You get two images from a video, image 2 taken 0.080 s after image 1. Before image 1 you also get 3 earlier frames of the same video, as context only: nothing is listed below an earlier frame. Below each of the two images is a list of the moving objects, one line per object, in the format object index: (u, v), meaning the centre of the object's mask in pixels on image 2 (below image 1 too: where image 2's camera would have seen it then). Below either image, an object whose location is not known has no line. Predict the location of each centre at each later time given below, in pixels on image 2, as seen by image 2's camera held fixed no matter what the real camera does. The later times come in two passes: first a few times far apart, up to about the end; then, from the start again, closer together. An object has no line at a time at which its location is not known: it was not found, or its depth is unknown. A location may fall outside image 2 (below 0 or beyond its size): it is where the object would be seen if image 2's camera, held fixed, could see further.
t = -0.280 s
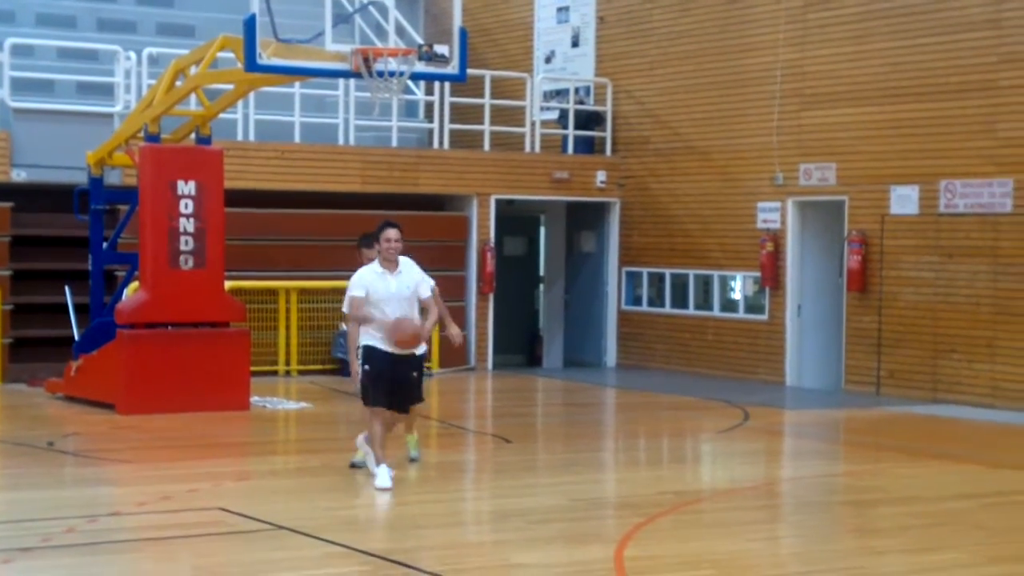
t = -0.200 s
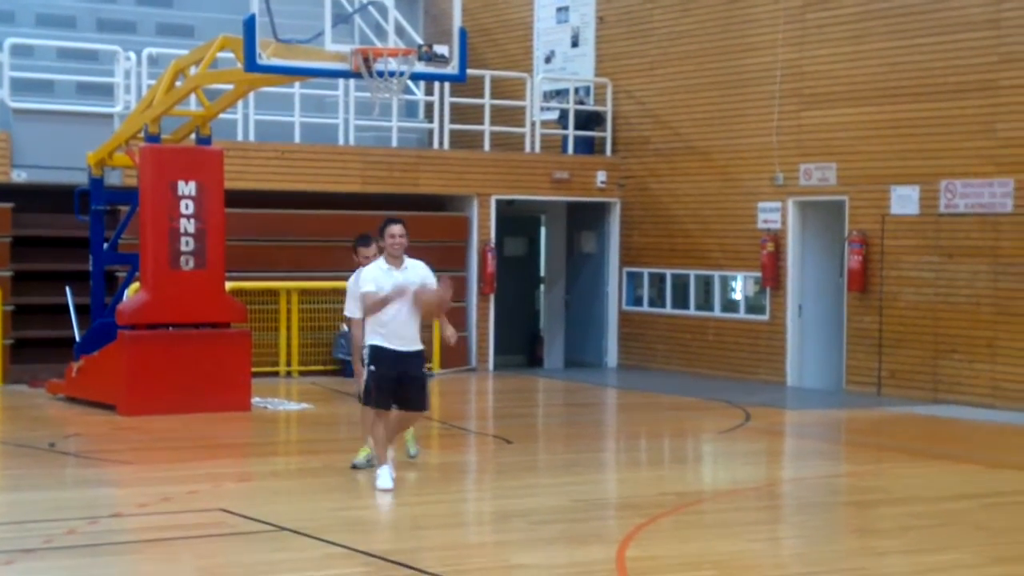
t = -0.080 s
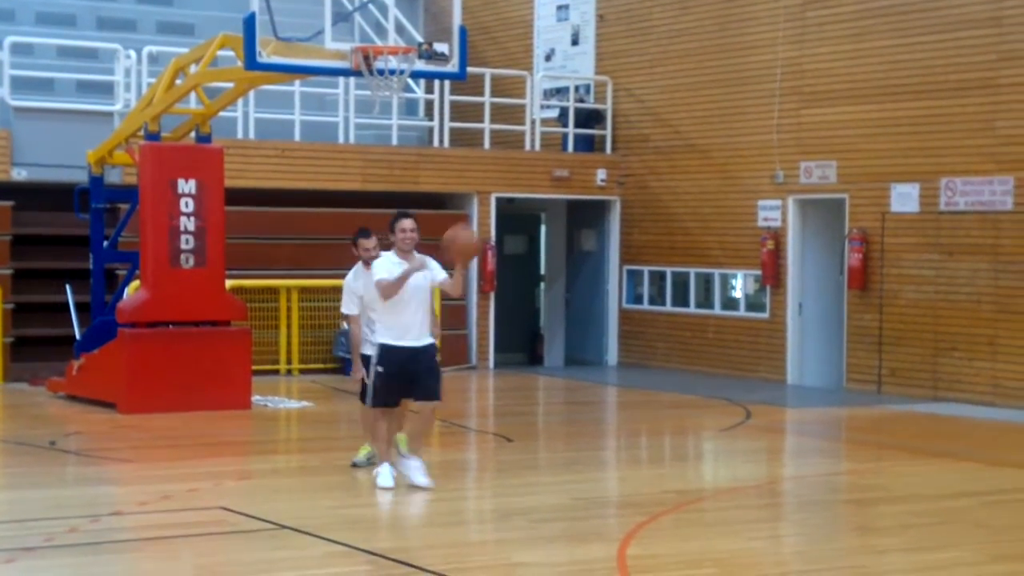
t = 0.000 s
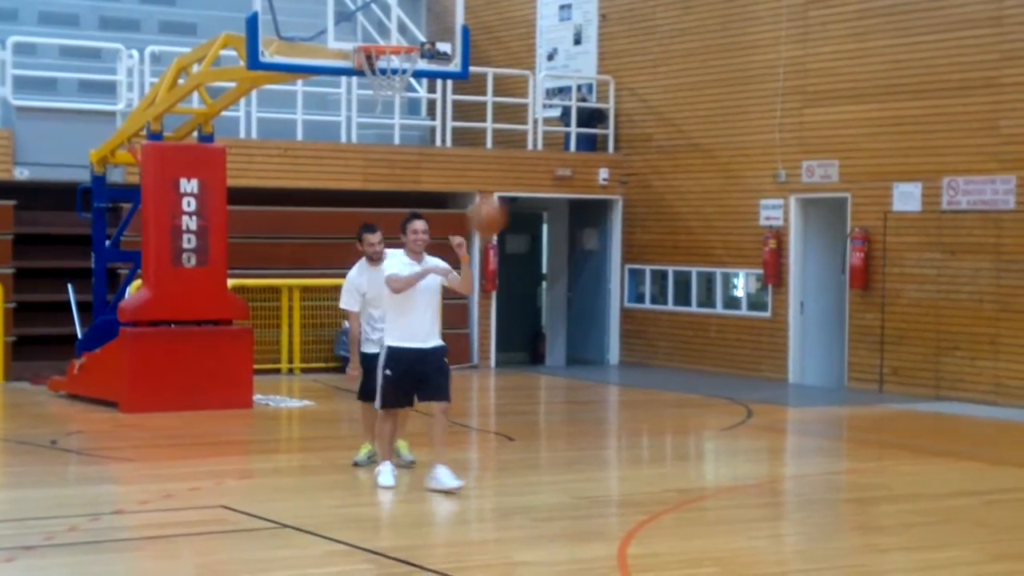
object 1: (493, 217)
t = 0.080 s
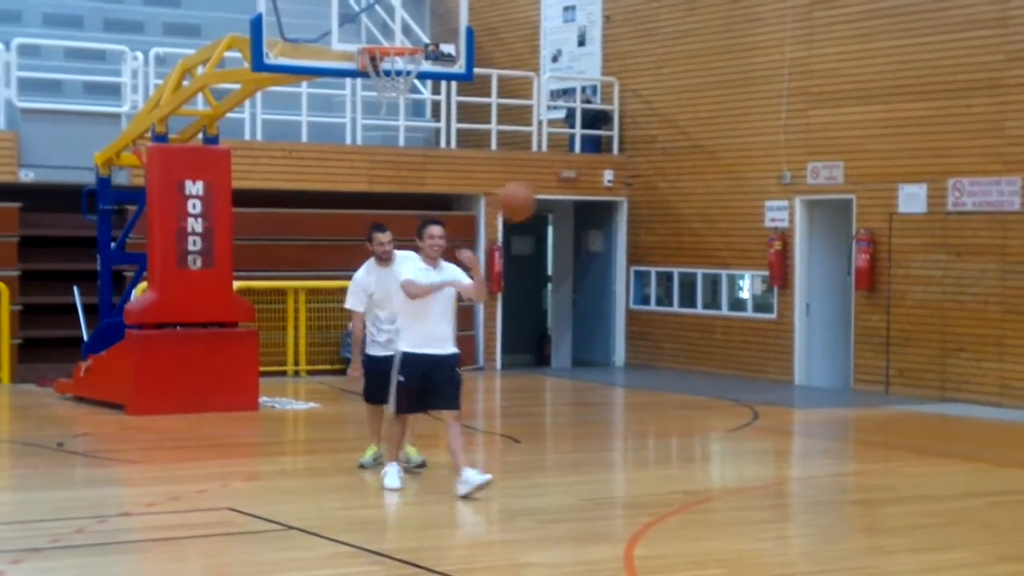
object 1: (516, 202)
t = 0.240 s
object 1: (564, 197)
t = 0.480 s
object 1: (642, 269)
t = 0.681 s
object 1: (715, 421)
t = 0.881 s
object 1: (762, 450)
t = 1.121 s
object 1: (779, 332)
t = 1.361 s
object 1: (795, 312)
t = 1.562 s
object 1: (809, 378)
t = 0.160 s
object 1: (540, 193)
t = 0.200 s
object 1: (551, 194)
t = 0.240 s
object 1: (564, 197)
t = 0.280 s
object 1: (577, 202)
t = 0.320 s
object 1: (590, 209)
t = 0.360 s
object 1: (602, 220)
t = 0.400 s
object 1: (614, 233)
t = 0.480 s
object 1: (642, 269)
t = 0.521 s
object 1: (657, 295)
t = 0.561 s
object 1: (668, 320)
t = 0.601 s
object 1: (685, 348)
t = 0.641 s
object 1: (700, 382)
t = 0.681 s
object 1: (715, 421)
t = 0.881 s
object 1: (762, 450)
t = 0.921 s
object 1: (765, 423)
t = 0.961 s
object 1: (768, 398)
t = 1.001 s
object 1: (769, 376)
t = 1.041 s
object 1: (773, 358)
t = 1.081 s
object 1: (775, 341)
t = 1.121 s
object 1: (779, 332)
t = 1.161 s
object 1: (782, 319)
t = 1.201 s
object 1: (784, 312)
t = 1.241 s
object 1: (786, 309)
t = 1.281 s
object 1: (789, 307)
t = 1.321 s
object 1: (792, 308)
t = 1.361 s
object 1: (795, 312)
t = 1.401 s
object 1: (798, 320)
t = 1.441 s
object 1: (801, 330)
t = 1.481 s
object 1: (806, 342)
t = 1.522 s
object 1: (806, 358)
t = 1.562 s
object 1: (809, 378)
